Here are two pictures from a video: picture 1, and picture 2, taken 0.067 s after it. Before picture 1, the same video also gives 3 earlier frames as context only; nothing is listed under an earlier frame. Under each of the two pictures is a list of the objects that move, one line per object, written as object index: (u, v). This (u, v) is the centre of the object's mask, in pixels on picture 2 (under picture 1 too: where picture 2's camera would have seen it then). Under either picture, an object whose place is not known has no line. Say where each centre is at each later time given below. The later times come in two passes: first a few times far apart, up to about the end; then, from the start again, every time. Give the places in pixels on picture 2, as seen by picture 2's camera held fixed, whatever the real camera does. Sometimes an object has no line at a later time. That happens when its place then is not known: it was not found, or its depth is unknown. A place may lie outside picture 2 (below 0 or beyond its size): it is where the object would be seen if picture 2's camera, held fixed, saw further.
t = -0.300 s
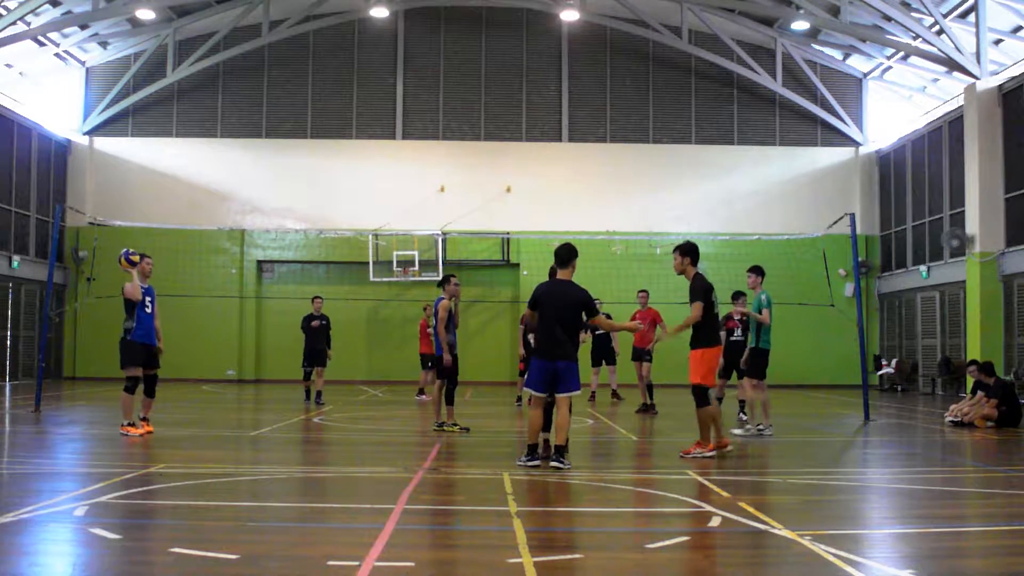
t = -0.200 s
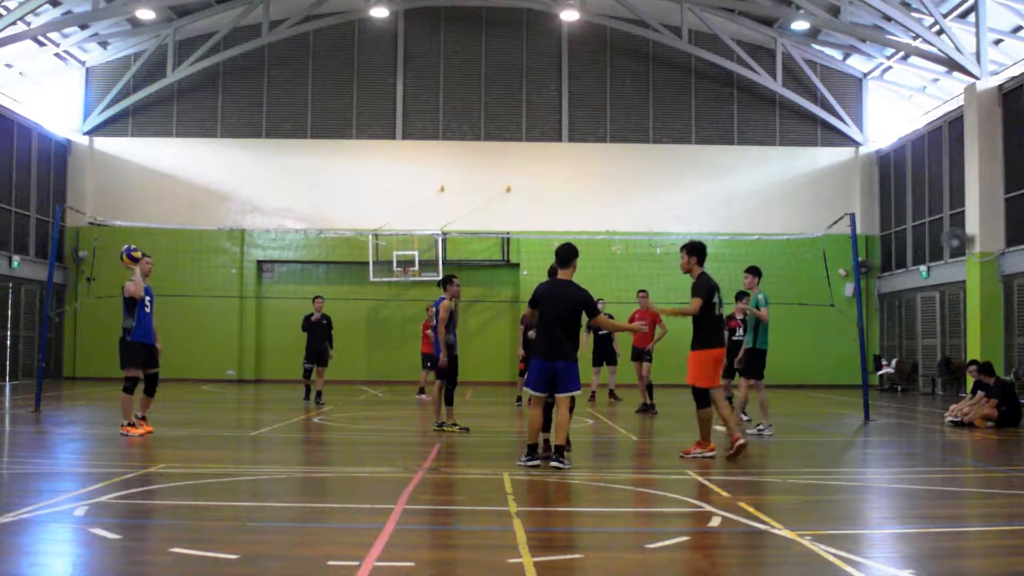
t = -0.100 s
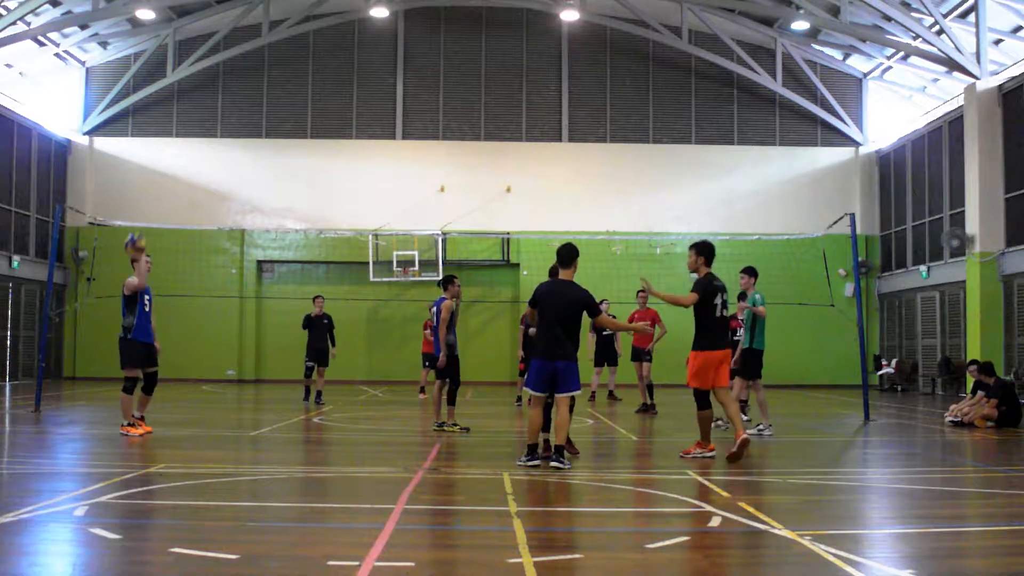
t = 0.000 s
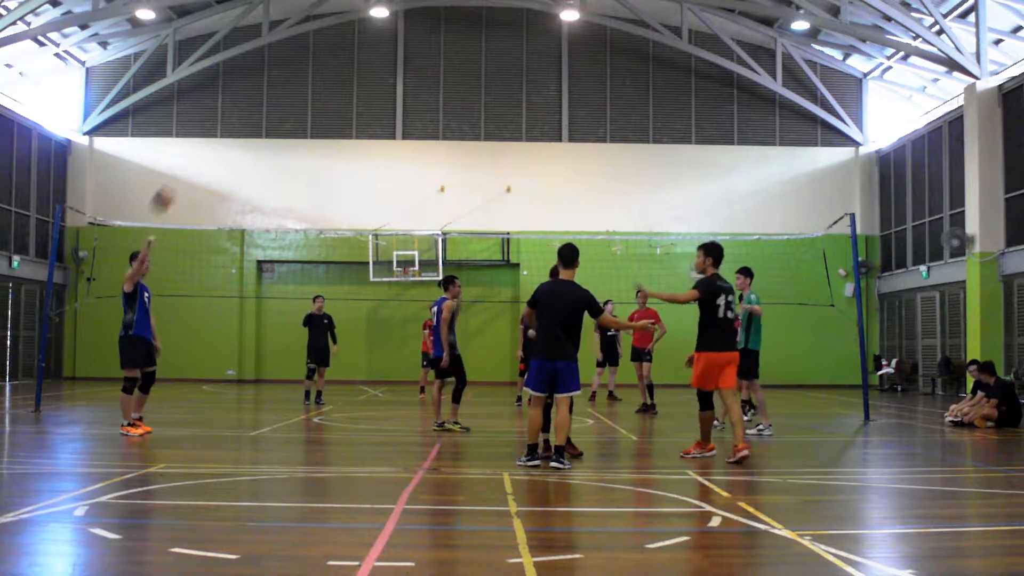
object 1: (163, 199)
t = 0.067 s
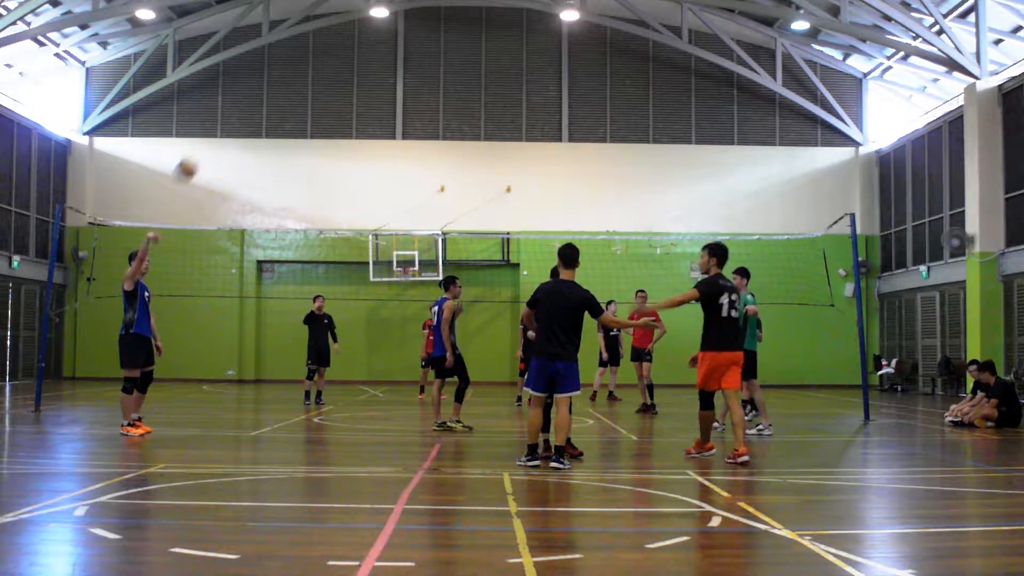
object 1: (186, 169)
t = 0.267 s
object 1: (263, 96)
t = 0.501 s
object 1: (358, 64)
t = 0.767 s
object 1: (478, 101)
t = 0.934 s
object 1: (562, 175)
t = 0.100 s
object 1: (199, 155)
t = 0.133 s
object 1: (213, 139)
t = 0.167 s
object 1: (226, 127)
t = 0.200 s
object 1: (237, 117)
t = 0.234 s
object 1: (251, 105)
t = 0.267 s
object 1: (263, 96)
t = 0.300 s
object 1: (276, 88)
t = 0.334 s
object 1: (289, 82)
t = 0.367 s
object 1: (302, 75)
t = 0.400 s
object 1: (316, 71)
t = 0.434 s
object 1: (329, 67)
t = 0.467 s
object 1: (343, 65)
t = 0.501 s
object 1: (358, 64)
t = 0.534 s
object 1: (373, 63)
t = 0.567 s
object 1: (386, 64)
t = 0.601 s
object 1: (402, 68)
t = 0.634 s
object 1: (418, 71)
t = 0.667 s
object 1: (432, 75)
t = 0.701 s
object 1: (447, 81)
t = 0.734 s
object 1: (460, 89)
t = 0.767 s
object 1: (478, 101)
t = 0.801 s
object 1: (495, 112)
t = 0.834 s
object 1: (511, 124)
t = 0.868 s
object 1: (528, 140)
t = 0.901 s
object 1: (545, 157)
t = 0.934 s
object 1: (562, 175)
